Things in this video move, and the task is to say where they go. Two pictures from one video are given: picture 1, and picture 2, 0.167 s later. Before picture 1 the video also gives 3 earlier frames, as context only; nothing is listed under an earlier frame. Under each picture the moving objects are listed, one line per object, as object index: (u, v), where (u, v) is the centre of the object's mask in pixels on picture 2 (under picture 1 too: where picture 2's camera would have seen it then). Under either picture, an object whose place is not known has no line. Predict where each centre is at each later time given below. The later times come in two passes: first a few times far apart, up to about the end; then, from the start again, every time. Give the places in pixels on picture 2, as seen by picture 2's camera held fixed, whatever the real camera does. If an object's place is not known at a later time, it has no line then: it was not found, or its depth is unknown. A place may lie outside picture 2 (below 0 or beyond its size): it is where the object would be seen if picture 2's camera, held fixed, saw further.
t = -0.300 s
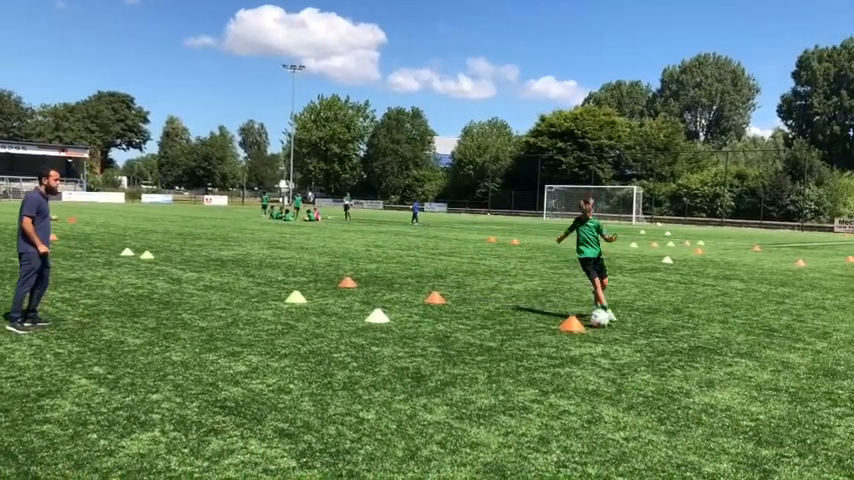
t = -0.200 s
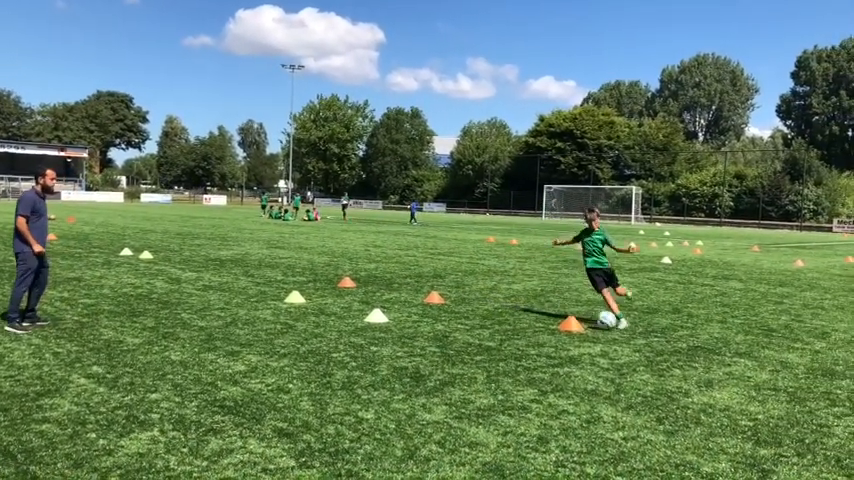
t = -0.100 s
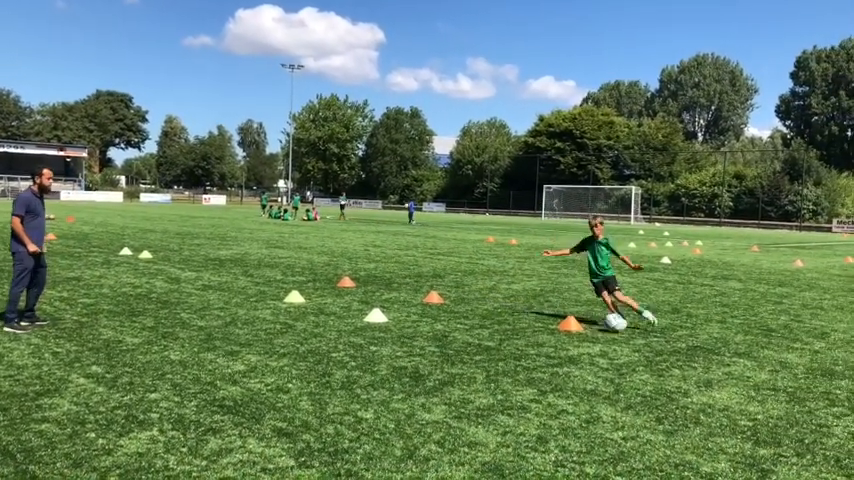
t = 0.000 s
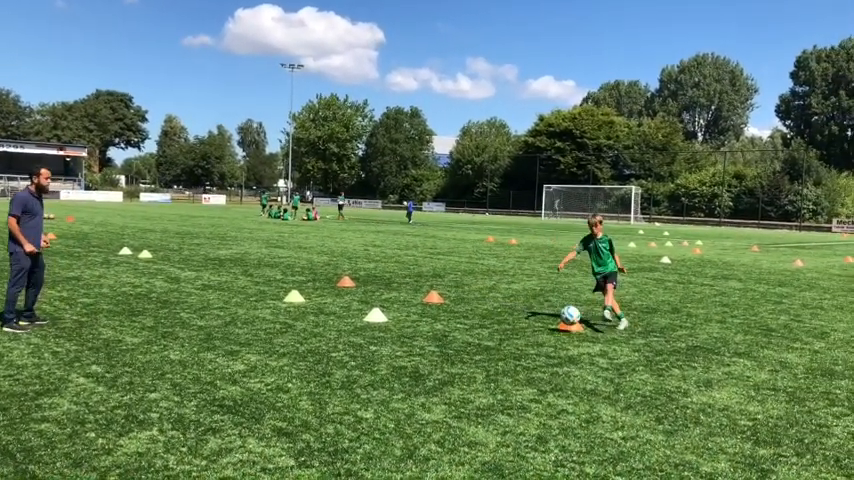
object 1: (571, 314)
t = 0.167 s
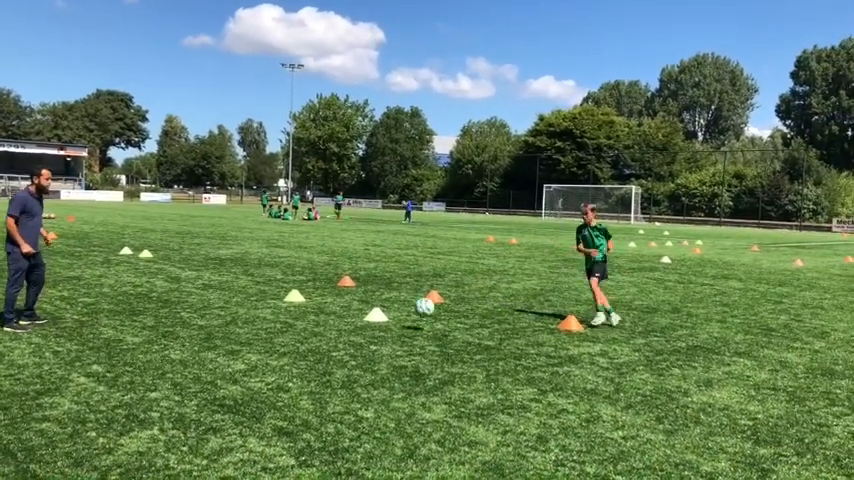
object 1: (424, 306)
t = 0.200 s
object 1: (395, 307)
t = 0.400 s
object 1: (229, 312)
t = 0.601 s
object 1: (83, 318)
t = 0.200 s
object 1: (395, 307)
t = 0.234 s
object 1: (364, 311)
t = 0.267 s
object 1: (334, 314)
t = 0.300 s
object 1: (302, 319)
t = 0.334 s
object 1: (276, 318)
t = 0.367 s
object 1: (253, 314)
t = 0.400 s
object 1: (229, 312)
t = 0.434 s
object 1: (205, 310)
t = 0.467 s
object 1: (181, 309)
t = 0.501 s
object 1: (156, 310)
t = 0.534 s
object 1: (132, 312)
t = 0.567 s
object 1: (107, 315)
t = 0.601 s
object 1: (83, 318)
